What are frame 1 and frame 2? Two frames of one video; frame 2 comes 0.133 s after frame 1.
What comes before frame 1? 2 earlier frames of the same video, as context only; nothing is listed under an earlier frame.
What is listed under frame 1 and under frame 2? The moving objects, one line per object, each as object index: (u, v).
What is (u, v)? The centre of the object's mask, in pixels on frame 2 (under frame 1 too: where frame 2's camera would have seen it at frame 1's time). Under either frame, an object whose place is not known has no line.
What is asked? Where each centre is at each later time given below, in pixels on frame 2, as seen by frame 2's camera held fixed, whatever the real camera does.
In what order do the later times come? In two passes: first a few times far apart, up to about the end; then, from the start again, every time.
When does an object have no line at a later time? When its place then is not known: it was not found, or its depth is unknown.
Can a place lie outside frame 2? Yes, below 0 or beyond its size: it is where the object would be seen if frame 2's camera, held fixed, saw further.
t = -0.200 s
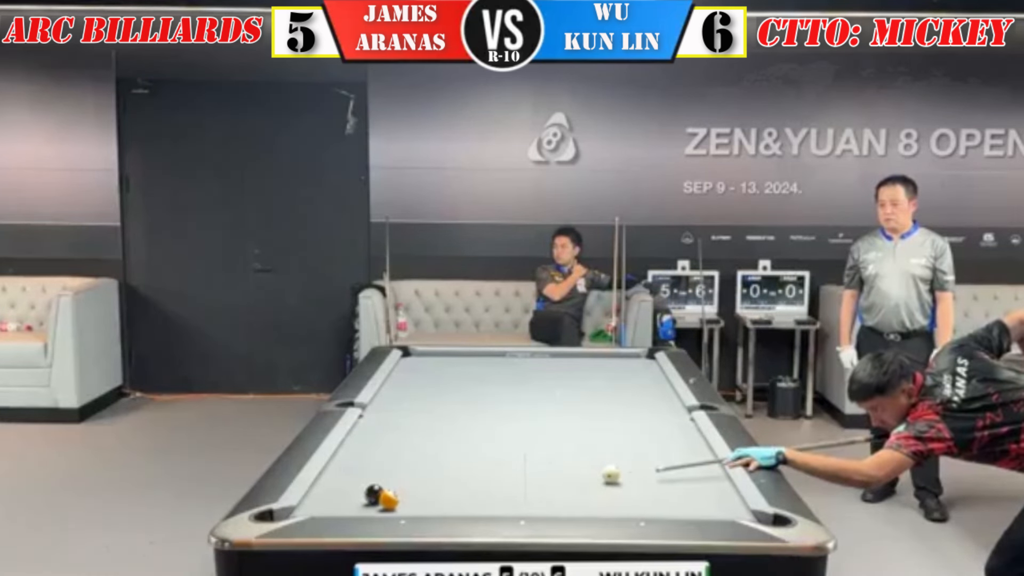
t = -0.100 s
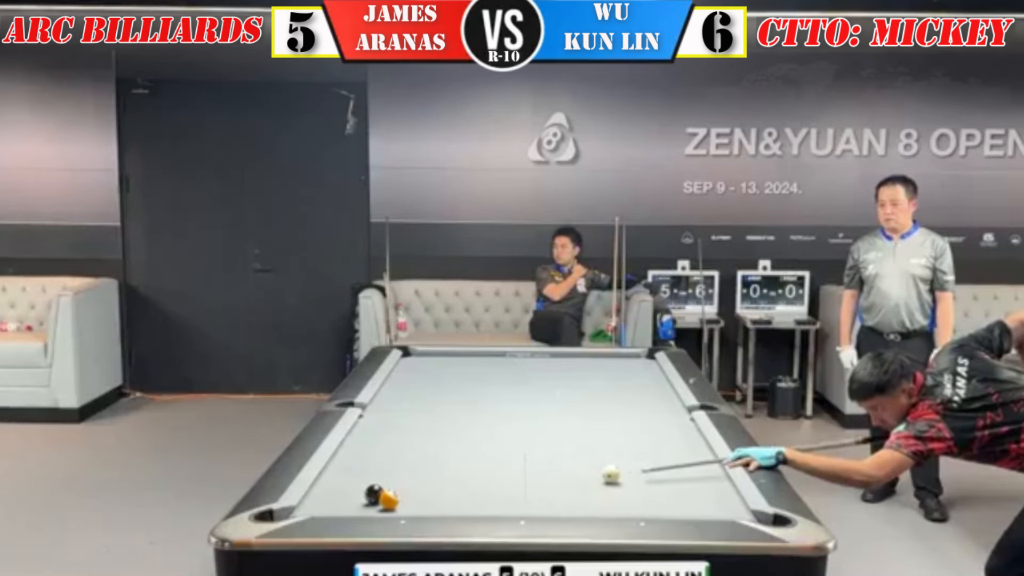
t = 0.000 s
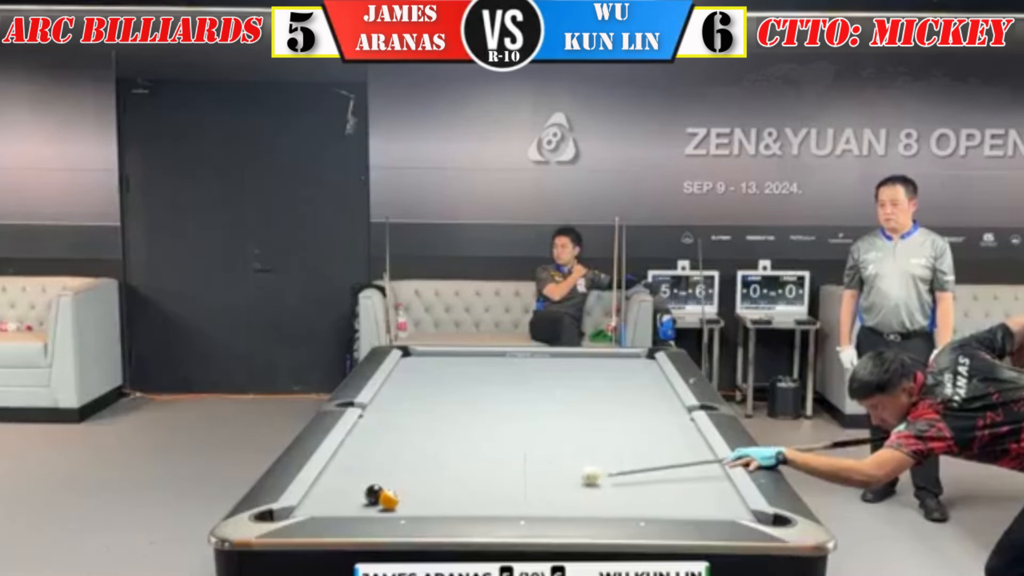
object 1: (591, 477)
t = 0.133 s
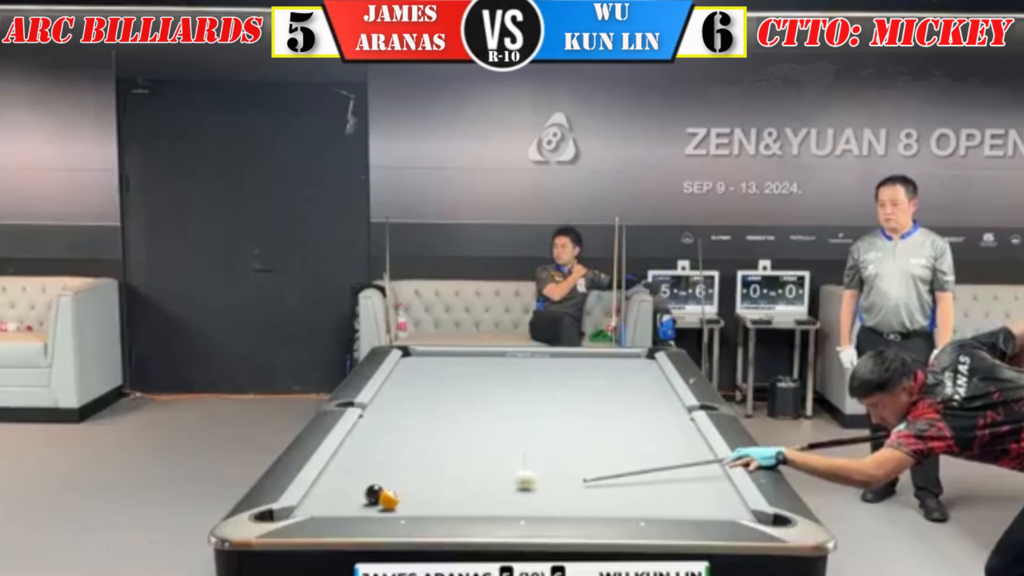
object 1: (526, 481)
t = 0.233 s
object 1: (482, 484)
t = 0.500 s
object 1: (381, 487)
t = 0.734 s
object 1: (337, 483)
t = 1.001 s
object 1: (346, 481)
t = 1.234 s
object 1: (368, 481)
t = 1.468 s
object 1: (389, 480)
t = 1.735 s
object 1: (411, 480)
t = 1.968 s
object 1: (428, 480)
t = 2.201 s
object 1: (443, 479)
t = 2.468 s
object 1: (460, 479)
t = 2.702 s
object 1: (473, 480)
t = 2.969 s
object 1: (484, 479)
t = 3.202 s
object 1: (494, 479)
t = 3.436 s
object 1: (502, 479)
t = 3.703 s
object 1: (509, 479)
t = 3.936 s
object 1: (514, 478)
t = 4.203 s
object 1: (516, 479)
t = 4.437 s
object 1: (517, 479)
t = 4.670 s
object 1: (518, 478)
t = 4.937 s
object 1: (517, 479)
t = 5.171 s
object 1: (518, 479)
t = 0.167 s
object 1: (510, 484)
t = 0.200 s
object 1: (496, 483)
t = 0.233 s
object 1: (482, 484)
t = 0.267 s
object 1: (468, 486)
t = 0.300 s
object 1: (454, 486)
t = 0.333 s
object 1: (439, 487)
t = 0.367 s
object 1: (424, 488)
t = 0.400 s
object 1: (410, 489)
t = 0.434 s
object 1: (397, 489)
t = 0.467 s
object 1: (386, 485)
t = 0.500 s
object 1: (381, 487)
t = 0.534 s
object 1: (375, 488)
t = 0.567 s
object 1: (371, 487)
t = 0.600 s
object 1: (364, 486)
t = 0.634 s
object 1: (357, 485)
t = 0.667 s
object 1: (350, 484)
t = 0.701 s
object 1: (343, 484)
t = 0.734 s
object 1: (337, 483)
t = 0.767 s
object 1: (330, 483)
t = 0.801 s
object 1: (324, 482)
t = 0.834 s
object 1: (328, 482)
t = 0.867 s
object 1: (332, 482)
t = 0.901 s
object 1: (335, 482)
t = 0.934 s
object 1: (339, 482)
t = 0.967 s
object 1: (342, 481)
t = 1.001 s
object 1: (346, 481)
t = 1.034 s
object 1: (349, 481)
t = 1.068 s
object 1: (353, 481)
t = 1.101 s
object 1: (356, 481)
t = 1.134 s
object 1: (358, 481)
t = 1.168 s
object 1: (361, 480)
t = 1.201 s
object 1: (365, 481)
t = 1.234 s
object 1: (368, 481)
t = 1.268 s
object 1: (371, 481)
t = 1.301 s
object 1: (375, 480)
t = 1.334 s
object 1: (377, 481)
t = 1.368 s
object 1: (381, 481)
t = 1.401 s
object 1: (384, 480)
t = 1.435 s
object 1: (387, 480)
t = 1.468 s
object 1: (389, 480)
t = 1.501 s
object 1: (391, 480)
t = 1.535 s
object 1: (394, 480)
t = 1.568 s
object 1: (398, 480)
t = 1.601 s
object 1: (401, 480)
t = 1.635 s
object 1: (402, 480)
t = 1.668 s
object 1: (406, 480)
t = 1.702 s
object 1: (409, 480)
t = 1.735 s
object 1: (411, 480)
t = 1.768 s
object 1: (414, 480)
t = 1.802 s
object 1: (416, 480)
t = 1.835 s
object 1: (419, 480)
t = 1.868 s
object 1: (421, 480)
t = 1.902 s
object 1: (424, 480)
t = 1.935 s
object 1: (426, 480)
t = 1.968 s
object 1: (428, 480)
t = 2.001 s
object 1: (431, 480)
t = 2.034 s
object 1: (433, 480)
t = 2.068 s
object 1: (435, 480)
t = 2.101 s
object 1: (437, 479)
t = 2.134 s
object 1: (440, 479)
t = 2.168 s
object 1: (442, 479)
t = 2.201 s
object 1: (443, 479)
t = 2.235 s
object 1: (446, 480)
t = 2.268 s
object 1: (448, 479)
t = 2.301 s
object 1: (450, 479)
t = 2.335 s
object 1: (452, 479)
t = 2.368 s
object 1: (455, 479)
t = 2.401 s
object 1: (456, 479)
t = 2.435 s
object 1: (458, 479)
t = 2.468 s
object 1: (460, 479)
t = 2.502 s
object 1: (462, 479)
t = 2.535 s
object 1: (463, 479)
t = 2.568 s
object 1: (466, 479)
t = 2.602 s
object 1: (468, 480)
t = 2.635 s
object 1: (470, 480)
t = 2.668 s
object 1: (471, 480)
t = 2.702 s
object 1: (473, 480)
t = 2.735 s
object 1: (474, 480)
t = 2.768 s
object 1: (476, 479)
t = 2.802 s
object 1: (478, 480)
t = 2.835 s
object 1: (478, 480)
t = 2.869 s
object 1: (480, 479)
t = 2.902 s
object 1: (481, 479)
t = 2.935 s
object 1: (483, 479)
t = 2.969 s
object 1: (484, 479)
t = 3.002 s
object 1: (486, 479)
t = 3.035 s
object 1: (488, 479)
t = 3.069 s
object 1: (489, 479)
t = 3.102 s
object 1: (491, 479)
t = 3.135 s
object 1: (492, 479)
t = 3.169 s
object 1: (493, 479)
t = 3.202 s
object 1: (494, 479)
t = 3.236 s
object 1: (496, 479)
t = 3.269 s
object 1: (497, 479)
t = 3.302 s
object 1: (498, 479)
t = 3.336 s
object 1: (499, 479)
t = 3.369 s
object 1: (500, 479)
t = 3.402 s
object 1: (501, 479)
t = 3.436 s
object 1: (502, 479)
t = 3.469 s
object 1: (503, 479)
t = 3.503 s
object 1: (504, 479)
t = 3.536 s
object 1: (505, 479)
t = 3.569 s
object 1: (506, 479)
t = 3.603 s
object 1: (506, 478)
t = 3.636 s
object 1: (507, 479)
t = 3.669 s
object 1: (509, 479)
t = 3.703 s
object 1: (509, 479)
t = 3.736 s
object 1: (510, 479)
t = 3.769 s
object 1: (511, 478)
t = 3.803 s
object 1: (511, 479)
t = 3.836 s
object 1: (512, 479)
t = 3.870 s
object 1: (512, 479)
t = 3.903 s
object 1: (513, 478)
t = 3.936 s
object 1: (514, 478)
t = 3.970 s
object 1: (514, 479)
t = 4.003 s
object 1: (514, 479)
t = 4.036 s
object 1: (515, 478)
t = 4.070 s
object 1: (515, 478)
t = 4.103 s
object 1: (516, 479)
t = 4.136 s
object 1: (516, 478)
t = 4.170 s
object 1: (516, 479)
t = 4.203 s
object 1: (516, 479)
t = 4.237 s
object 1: (517, 478)
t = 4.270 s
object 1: (517, 479)
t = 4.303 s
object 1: (517, 479)
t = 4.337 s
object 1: (517, 479)
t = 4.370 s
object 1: (517, 479)
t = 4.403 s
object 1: (517, 479)
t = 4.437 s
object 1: (517, 479)
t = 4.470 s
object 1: (518, 478)
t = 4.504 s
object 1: (518, 479)
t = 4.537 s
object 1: (518, 478)
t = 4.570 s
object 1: (518, 478)
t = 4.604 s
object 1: (518, 479)
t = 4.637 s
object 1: (518, 478)
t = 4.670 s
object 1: (518, 478)
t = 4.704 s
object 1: (518, 478)
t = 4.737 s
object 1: (518, 479)
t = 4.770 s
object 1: (518, 479)
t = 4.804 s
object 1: (518, 478)
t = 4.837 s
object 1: (518, 478)
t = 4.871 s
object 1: (518, 479)
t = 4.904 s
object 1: (518, 478)
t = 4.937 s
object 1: (517, 479)
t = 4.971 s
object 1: (517, 479)
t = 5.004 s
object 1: (518, 479)
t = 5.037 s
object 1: (518, 479)
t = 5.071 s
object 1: (517, 479)
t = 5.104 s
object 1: (518, 479)
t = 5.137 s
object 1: (518, 478)
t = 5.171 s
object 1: (518, 479)
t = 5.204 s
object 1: (517, 479)
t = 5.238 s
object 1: (518, 478)
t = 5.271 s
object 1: (517, 479)
